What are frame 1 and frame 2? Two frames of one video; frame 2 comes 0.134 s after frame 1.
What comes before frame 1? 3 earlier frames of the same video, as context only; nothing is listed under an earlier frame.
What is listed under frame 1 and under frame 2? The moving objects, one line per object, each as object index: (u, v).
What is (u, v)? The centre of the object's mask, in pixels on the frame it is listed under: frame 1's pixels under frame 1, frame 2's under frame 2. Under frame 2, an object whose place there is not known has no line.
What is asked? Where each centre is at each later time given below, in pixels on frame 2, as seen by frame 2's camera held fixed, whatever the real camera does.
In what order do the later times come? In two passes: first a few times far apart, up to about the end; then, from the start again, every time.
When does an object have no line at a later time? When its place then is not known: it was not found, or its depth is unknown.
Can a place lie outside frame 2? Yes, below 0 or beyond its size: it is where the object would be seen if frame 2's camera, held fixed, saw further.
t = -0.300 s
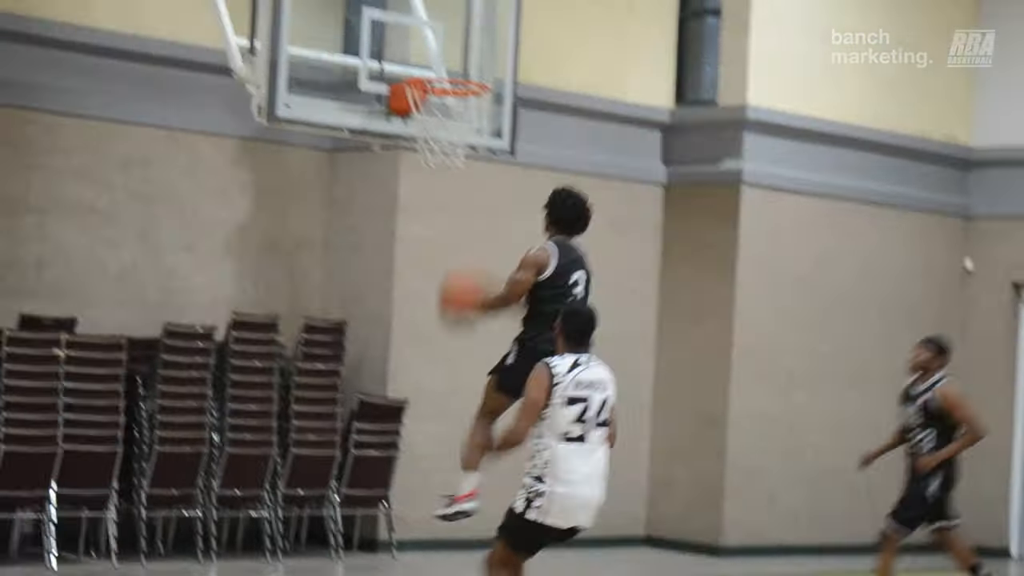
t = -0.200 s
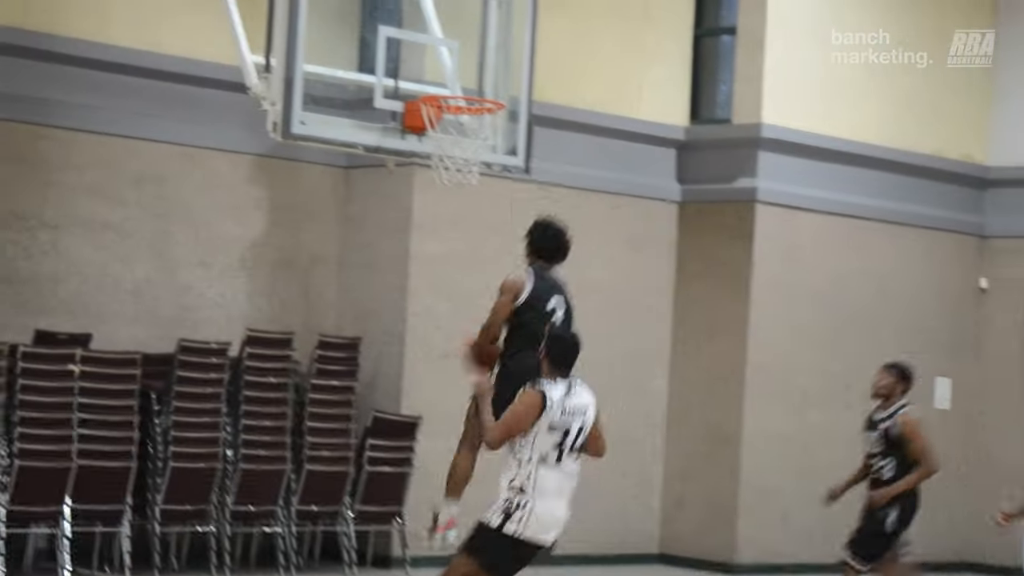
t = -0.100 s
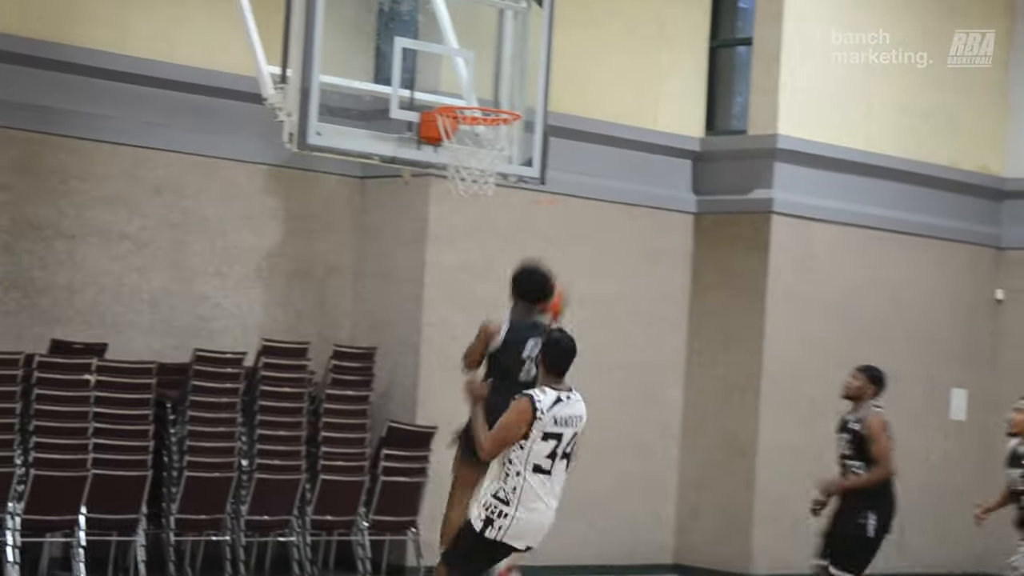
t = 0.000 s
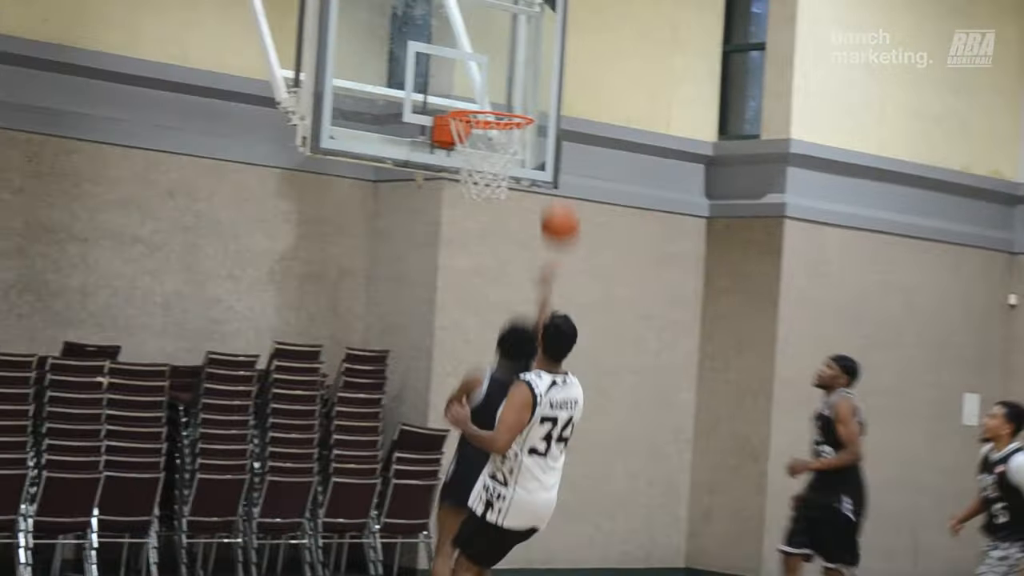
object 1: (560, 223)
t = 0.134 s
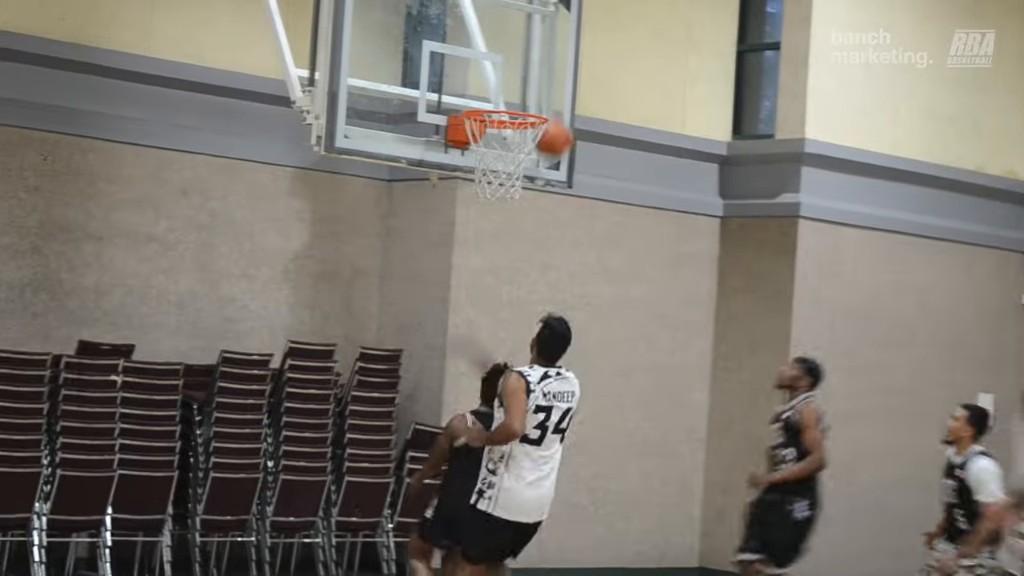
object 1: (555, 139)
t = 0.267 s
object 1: (532, 85)
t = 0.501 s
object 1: (532, 87)
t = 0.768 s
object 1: (561, 94)
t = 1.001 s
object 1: (587, 168)
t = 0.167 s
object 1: (553, 122)
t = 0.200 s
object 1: (542, 104)
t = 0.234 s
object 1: (535, 94)
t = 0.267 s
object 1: (532, 85)
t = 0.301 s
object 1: (533, 80)
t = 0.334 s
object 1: (533, 77)
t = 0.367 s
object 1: (533, 75)
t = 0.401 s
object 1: (533, 76)
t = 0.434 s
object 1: (533, 78)
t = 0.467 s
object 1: (533, 81)
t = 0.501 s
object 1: (532, 87)
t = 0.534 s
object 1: (532, 93)
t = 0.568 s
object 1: (533, 98)
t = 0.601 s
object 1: (537, 96)
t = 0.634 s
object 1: (543, 92)
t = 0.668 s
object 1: (548, 89)
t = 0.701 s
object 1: (553, 90)
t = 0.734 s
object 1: (557, 91)
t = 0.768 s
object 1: (561, 94)
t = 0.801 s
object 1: (565, 100)
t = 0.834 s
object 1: (569, 107)
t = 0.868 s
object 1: (573, 115)
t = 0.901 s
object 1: (577, 125)
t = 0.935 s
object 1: (581, 139)
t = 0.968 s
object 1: (584, 152)
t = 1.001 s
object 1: (587, 168)
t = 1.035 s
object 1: (591, 185)
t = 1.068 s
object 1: (591, 208)
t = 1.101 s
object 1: (594, 228)
